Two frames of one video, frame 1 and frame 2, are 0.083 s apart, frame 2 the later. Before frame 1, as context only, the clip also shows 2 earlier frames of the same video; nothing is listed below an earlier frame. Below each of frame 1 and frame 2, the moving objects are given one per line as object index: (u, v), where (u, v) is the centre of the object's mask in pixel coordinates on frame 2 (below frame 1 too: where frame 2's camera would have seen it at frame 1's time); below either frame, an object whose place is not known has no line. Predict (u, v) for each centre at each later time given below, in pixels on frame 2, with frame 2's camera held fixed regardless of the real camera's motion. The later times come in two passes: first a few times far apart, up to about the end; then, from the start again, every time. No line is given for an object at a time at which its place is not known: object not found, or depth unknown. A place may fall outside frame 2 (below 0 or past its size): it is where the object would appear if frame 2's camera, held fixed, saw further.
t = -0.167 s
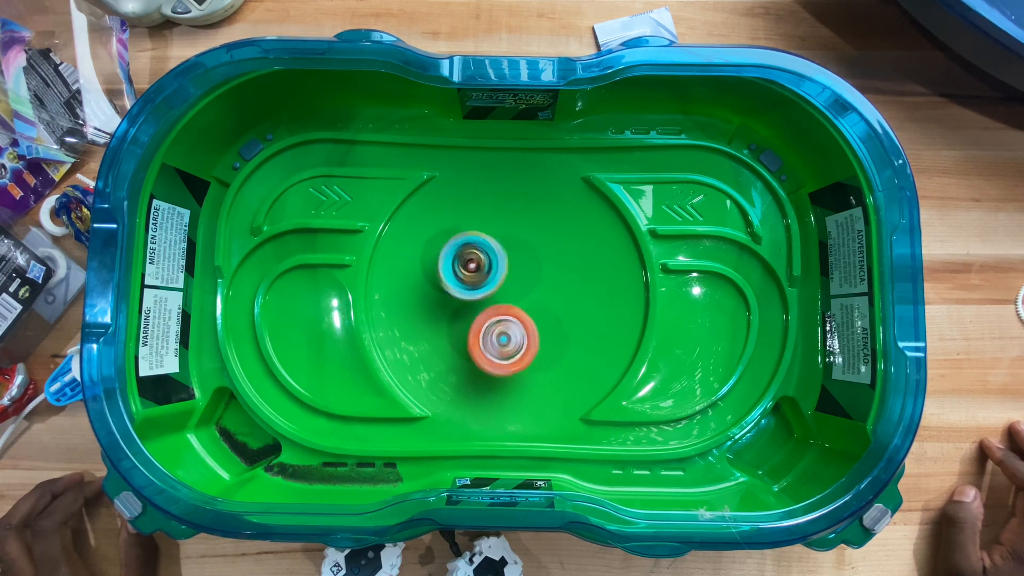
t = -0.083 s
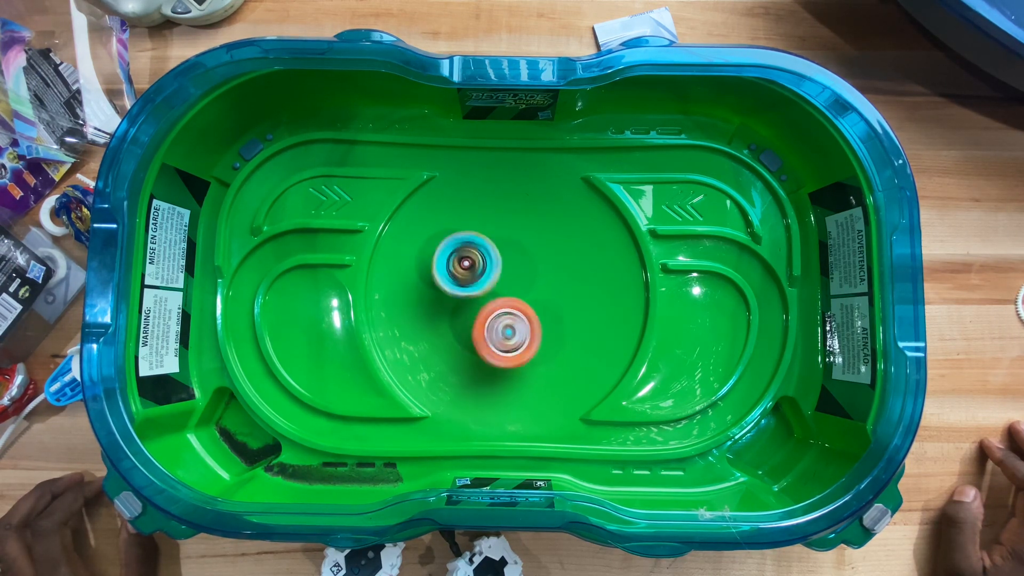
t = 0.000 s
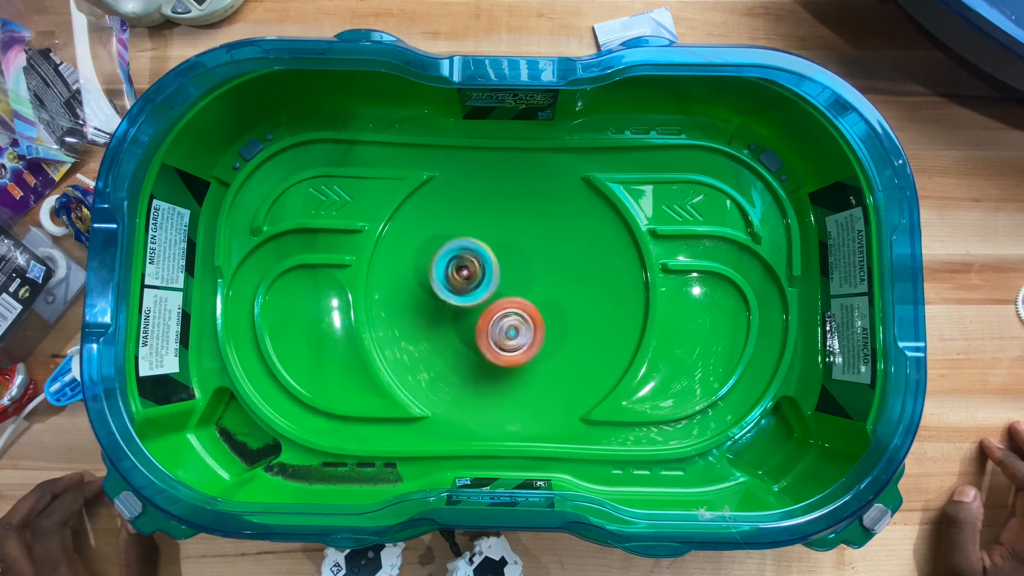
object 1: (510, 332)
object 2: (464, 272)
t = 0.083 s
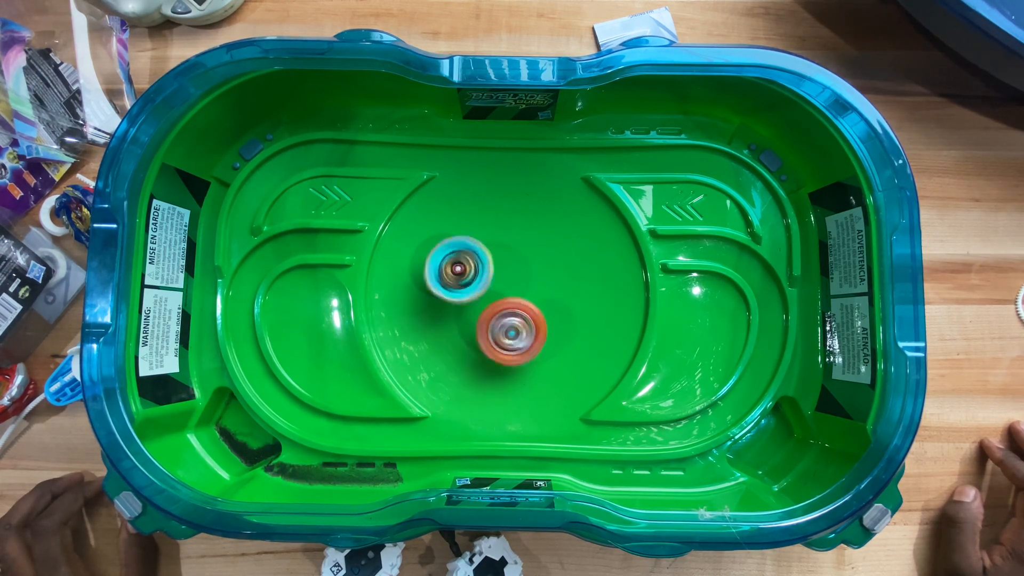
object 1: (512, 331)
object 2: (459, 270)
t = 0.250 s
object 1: (518, 330)
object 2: (454, 279)
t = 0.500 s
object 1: (527, 345)
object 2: (461, 298)
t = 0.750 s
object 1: (531, 345)
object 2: (466, 298)
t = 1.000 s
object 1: (545, 341)
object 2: (479, 305)
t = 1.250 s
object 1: (551, 326)
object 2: (481, 305)
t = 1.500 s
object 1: (558, 311)
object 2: (490, 309)
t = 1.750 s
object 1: (566, 289)
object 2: (491, 309)
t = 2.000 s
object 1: (552, 271)
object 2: (498, 310)
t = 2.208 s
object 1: (551, 275)
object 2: (489, 309)
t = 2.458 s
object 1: (541, 279)
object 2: (457, 299)
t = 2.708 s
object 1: (526, 279)
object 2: (439, 292)
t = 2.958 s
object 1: (525, 289)
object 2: (476, 251)
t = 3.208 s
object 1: (522, 301)
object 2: (475, 232)
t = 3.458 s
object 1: (519, 308)
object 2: (478, 269)
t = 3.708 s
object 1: (519, 327)
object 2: (456, 280)
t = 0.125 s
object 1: (512, 331)
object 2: (462, 272)
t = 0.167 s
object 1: (514, 330)
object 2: (461, 279)
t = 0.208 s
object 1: (516, 330)
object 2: (455, 281)
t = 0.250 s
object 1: (518, 330)
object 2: (454, 279)
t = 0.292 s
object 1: (520, 331)
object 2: (458, 279)
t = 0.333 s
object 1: (523, 333)
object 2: (460, 285)
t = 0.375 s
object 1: (525, 336)
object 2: (458, 289)
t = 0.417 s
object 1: (527, 340)
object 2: (457, 291)
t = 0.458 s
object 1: (526, 343)
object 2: (459, 292)
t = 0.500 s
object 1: (527, 345)
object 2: (461, 298)
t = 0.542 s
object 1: (526, 345)
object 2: (462, 302)
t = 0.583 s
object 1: (526, 345)
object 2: (461, 306)
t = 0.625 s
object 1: (526, 343)
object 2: (462, 306)
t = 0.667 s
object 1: (526, 342)
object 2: (463, 304)
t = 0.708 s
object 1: (528, 342)
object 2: (465, 302)
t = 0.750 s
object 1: (531, 345)
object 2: (466, 298)
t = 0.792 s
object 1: (532, 345)
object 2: (471, 297)
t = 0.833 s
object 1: (534, 343)
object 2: (477, 301)
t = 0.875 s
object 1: (539, 343)
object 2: (478, 305)
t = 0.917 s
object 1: (540, 343)
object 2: (478, 306)
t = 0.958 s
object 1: (541, 340)
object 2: (478, 306)
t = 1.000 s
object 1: (545, 341)
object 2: (479, 305)
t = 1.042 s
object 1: (545, 342)
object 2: (480, 303)
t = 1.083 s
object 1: (545, 338)
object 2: (481, 304)
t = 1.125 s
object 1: (549, 335)
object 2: (480, 305)
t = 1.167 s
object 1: (551, 335)
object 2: (479, 305)
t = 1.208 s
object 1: (549, 333)
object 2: (480, 304)
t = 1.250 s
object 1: (551, 326)
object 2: (481, 305)
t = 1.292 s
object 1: (554, 323)
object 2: (483, 302)
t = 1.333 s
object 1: (556, 322)
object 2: (486, 303)
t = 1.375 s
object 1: (556, 321)
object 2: (487, 304)
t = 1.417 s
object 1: (556, 320)
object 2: (489, 306)
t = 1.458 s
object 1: (556, 316)
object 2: (490, 308)
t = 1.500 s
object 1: (558, 311)
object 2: (490, 309)
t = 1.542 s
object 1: (562, 306)
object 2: (489, 309)
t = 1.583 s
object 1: (564, 304)
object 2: (490, 308)
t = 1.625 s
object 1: (564, 302)
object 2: (490, 309)
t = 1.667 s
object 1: (564, 297)
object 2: (490, 309)
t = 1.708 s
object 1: (565, 292)
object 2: (491, 309)
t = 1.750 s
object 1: (566, 289)
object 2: (491, 309)
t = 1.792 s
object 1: (564, 287)
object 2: (492, 309)
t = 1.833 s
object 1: (561, 282)
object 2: (492, 308)
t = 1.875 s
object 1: (559, 278)
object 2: (493, 308)
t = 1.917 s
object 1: (557, 275)
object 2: (496, 306)
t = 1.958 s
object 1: (555, 273)
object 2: (499, 308)
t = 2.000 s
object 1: (552, 271)
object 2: (498, 310)
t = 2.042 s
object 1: (548, 268)
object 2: (499, 310)
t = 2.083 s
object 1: (548, 265)
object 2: (500, 311)
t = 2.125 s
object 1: (553, 265)
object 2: (496, 310)
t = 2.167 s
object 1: (555, 268)
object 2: (493, 308)
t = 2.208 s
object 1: (551, 275)
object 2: (489, 309)
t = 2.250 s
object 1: (542, 277)
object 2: (484, 309)
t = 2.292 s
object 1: (538, 275)
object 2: (484, 306)
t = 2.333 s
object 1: (535, 271)
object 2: (485, 303)
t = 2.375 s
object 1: (537, 271)
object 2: (478, 301)
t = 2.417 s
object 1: (541, 273)
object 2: (468, 298)
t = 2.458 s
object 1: (541, 279)
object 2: (457, 299)
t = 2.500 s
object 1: (537, 282)
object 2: (448, 299)
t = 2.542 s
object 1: (535, 281)
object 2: (441, 299)
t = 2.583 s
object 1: (531, 282)
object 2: (438, 296)
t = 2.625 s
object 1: (528, 281)
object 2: (437, 294)
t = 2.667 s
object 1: (529, 280)
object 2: (438, 293)
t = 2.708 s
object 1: (526, 279)
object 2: (439, 292)
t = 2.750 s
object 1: (524, 277)
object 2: (442, 290)
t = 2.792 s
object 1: (524, 278)
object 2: (446, 287)
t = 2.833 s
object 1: (522, 281)
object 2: (453, 283)
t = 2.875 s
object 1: (522, 283)
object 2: (461, 275)
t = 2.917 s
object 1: (525, 286)
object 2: (470, 264)
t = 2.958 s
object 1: (525, 289)
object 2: (476, 251)
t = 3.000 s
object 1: (525, 292)
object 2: (478, 240)
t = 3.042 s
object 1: (525, 295)
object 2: (477, 233)
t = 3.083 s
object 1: (524, 299)
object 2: (474, 230)
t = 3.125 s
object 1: (522, 300)
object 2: (472, 229)
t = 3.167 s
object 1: (522, 299)
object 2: (473, 230)
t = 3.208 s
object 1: (522, 301)
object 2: (475, 232)
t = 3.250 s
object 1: (518, 301)
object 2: (478, 235)
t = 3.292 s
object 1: (516, 300)
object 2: (483, 240)
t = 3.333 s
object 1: (515, 301)
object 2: (485, 248)
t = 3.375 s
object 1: (516, 303)
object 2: (484, 256)
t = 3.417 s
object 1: (516, 304)
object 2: (482, 262)
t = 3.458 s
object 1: (519, 308)
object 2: (478, 269)
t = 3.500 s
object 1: (522, 312)
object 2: (474, 274)
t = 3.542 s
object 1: (524, 315)
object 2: (469, 278)
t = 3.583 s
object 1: (525, 318)
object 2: (464, 279)
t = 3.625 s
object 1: (524, 321)
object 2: (460, 280)
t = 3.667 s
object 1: (522, 324)
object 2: (457, 280)
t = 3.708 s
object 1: (519, 327)
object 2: (456, 280)
